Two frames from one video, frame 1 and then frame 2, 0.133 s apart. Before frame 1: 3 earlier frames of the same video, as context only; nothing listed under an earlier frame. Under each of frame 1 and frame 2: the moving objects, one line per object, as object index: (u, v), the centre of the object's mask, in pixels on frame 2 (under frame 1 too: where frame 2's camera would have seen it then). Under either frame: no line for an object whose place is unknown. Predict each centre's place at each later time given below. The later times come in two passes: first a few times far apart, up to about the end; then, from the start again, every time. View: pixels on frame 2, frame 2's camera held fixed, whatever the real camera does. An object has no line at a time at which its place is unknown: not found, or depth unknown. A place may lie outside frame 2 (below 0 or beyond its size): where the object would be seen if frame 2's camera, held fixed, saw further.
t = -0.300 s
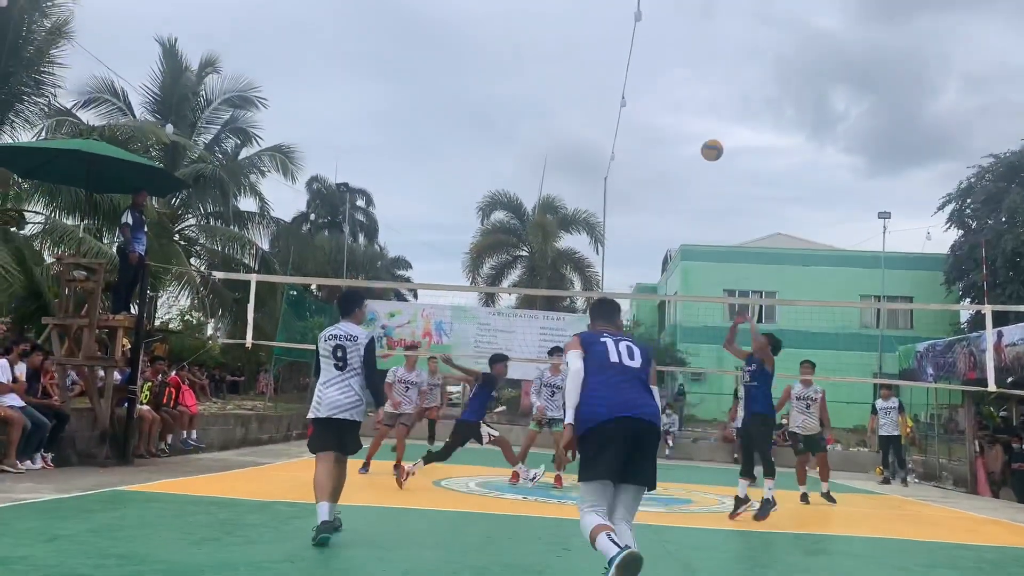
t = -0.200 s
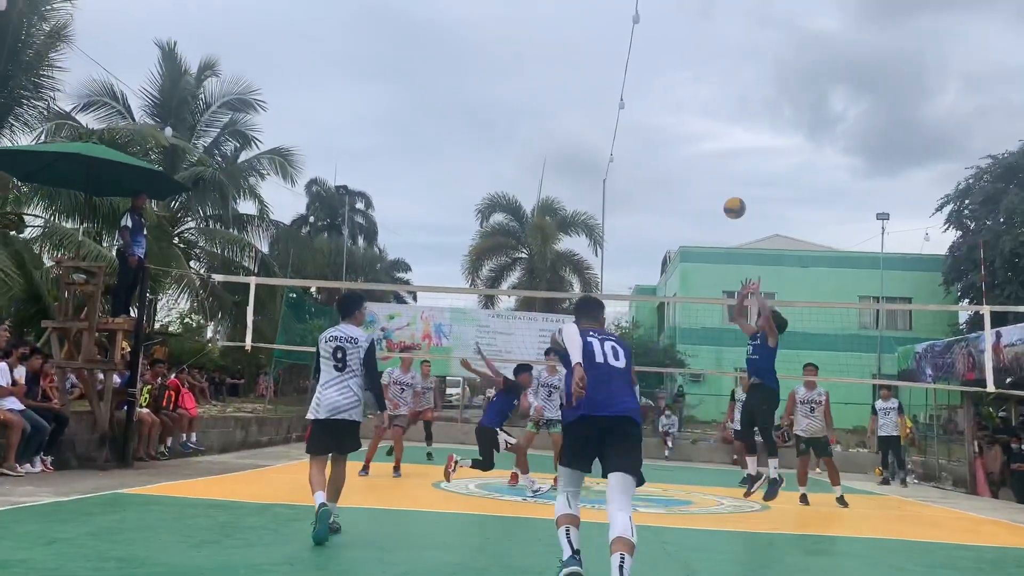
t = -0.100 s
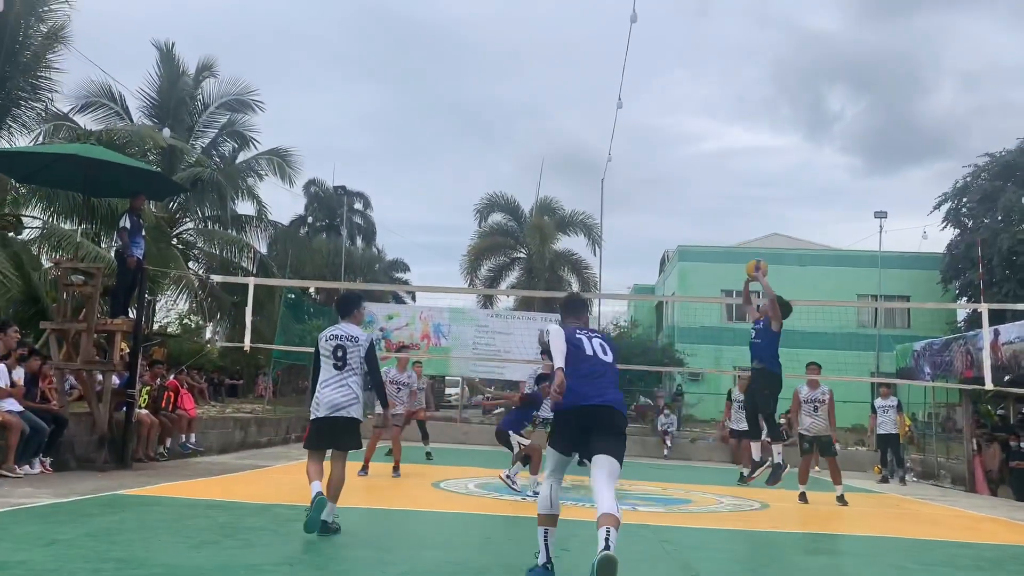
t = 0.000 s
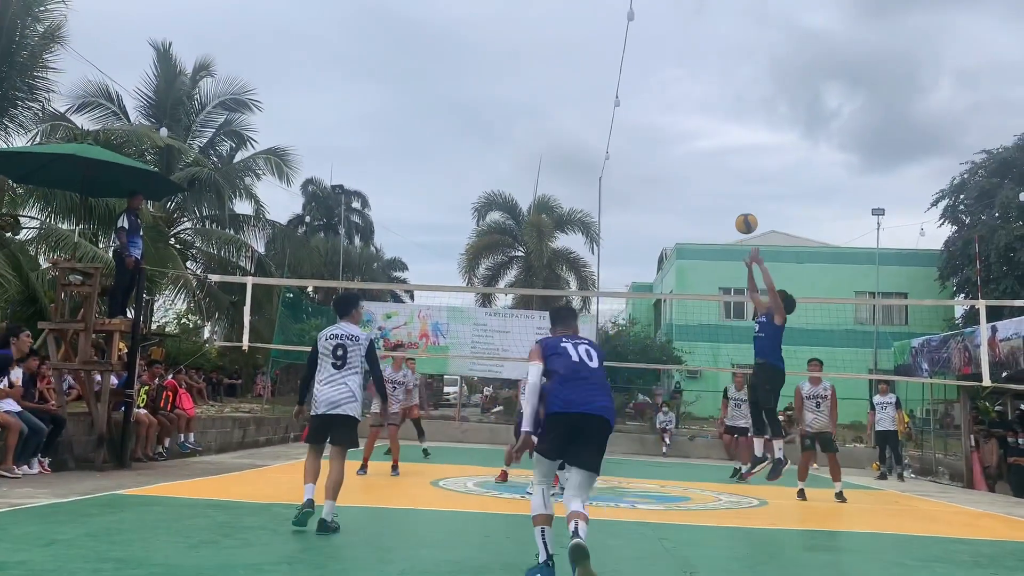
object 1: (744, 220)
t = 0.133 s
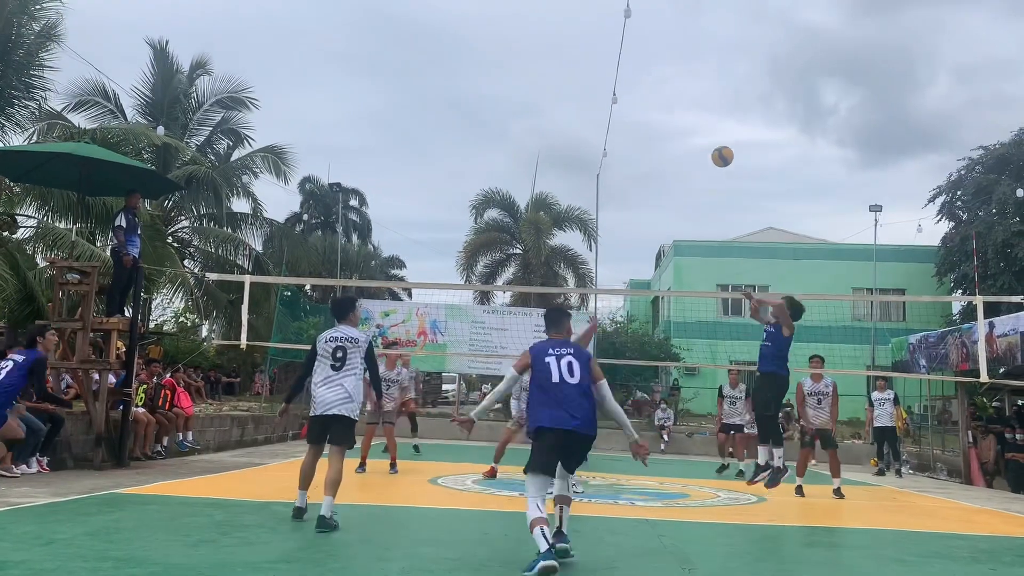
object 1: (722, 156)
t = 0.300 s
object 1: (696, 102)
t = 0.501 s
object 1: (664, 72)
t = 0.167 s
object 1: (717, 143)
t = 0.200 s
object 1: (712, 131)
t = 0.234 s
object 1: (707, 120)
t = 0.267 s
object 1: (701, 111)
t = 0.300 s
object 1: (696, 102)
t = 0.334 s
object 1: (691, 94)
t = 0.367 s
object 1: (685, 88)
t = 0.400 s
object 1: (680, 82)
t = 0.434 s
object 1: (675, 78)
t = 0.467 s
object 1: (670, 75)
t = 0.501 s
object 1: (664, 72)
